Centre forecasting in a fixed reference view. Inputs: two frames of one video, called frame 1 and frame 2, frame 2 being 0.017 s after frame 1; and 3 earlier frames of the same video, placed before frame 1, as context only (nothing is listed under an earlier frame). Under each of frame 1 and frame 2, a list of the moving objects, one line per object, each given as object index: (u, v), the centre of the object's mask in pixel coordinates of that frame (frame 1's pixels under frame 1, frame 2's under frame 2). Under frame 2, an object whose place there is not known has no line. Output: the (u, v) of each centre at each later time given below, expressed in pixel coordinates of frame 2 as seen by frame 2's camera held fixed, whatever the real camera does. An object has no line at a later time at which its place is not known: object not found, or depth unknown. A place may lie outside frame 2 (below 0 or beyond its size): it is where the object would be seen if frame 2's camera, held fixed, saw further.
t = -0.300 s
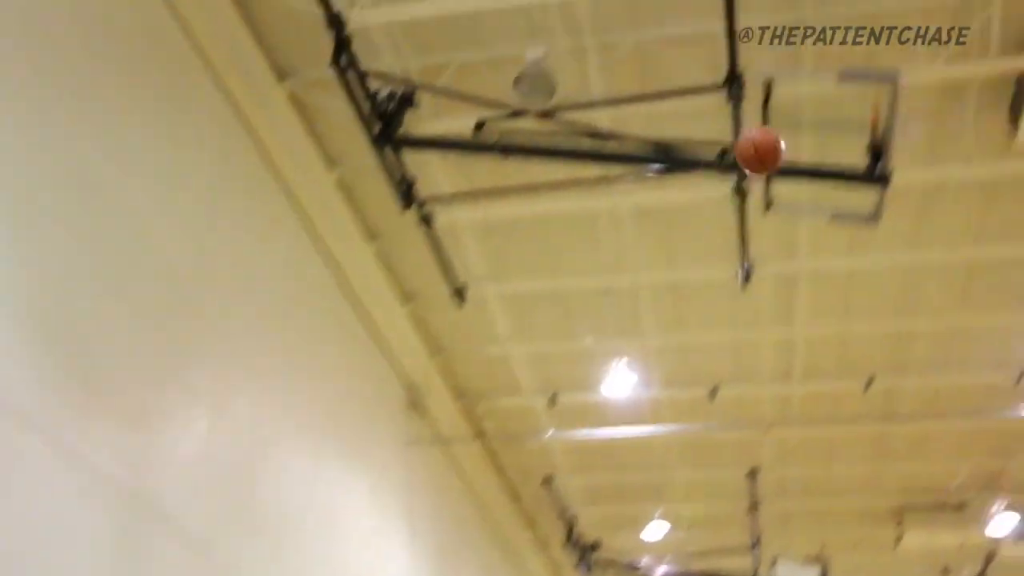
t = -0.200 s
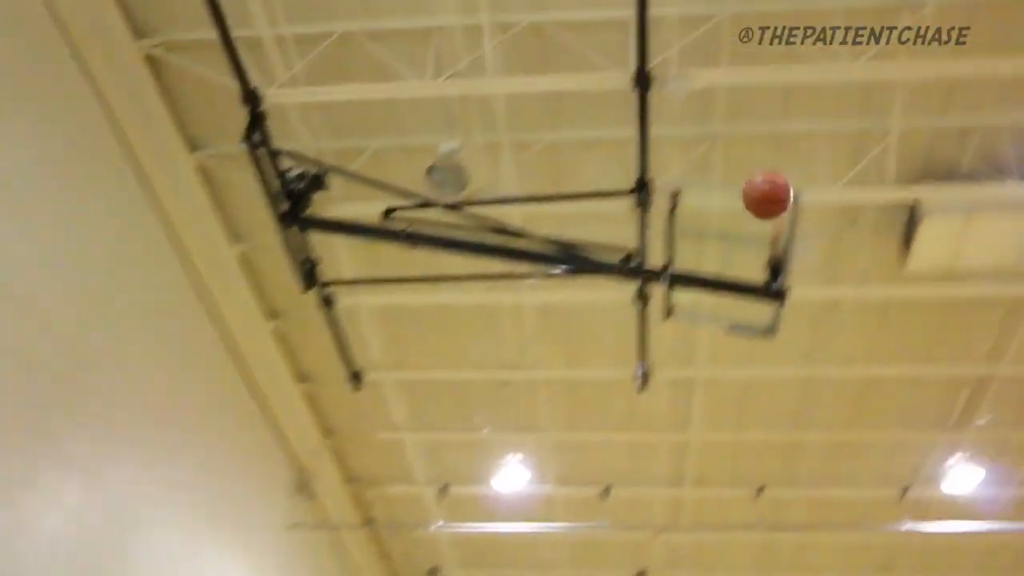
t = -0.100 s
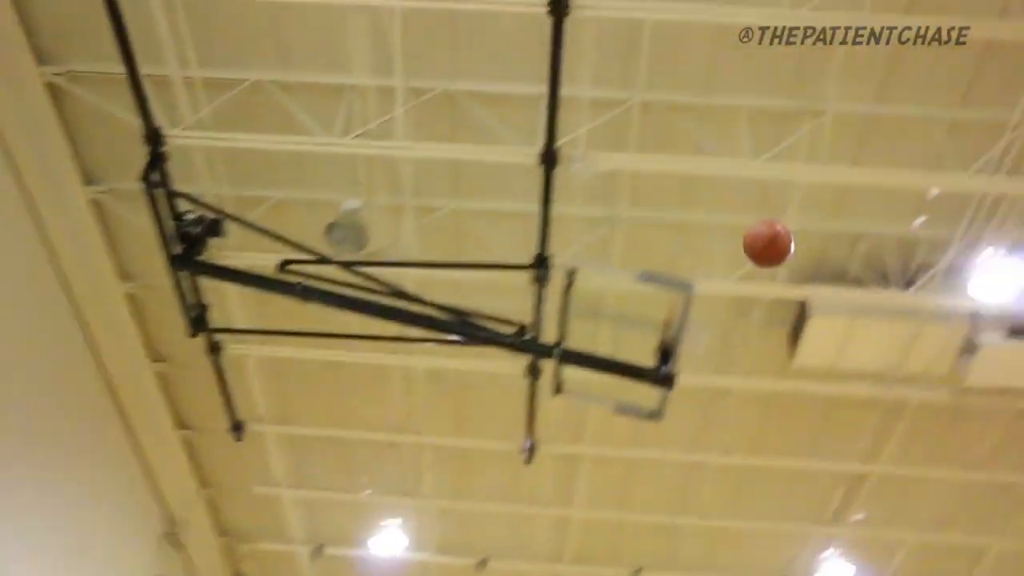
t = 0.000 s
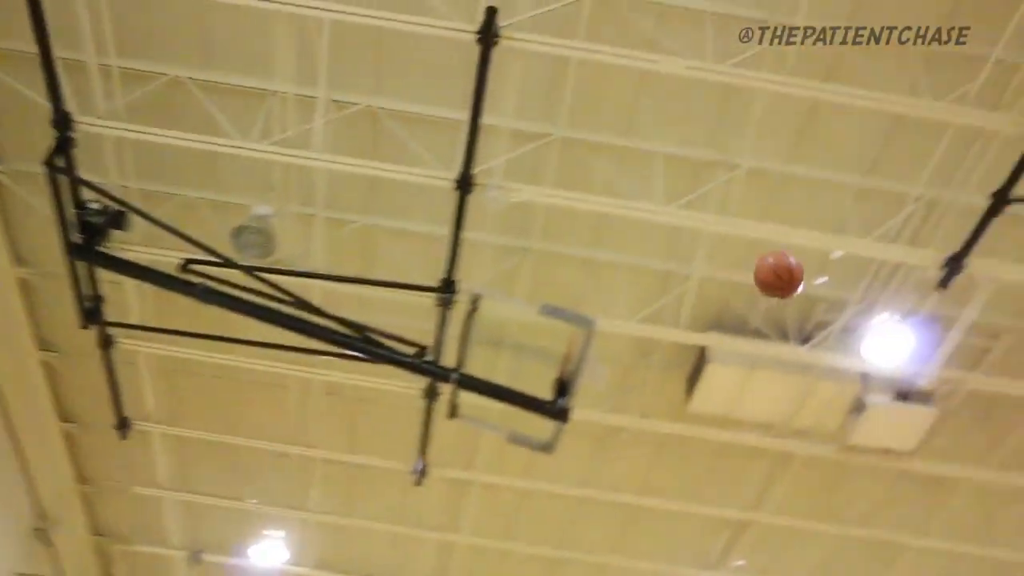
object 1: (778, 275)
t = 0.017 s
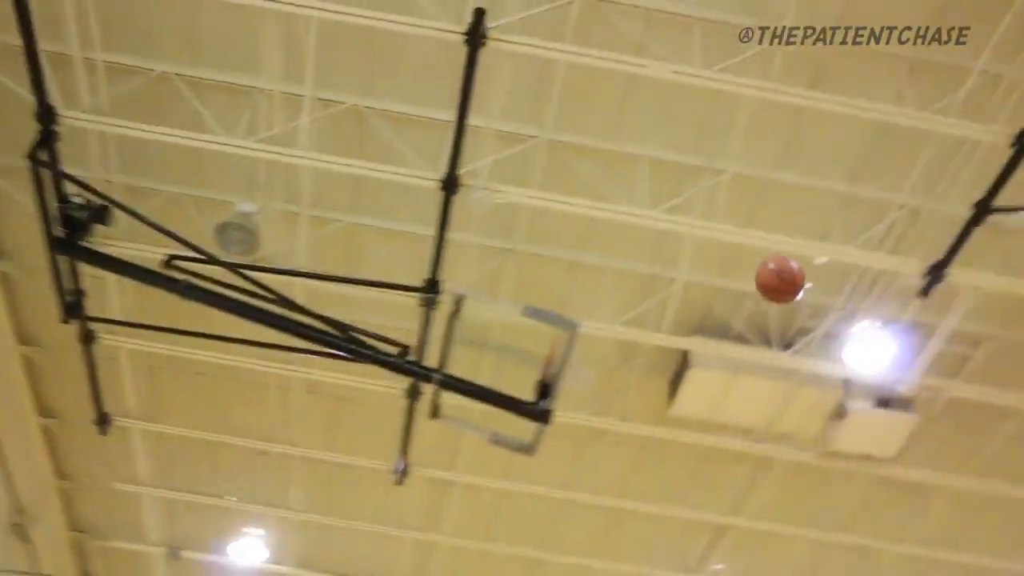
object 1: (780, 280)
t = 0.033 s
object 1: (799, 279)
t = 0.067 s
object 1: (837, 280)
